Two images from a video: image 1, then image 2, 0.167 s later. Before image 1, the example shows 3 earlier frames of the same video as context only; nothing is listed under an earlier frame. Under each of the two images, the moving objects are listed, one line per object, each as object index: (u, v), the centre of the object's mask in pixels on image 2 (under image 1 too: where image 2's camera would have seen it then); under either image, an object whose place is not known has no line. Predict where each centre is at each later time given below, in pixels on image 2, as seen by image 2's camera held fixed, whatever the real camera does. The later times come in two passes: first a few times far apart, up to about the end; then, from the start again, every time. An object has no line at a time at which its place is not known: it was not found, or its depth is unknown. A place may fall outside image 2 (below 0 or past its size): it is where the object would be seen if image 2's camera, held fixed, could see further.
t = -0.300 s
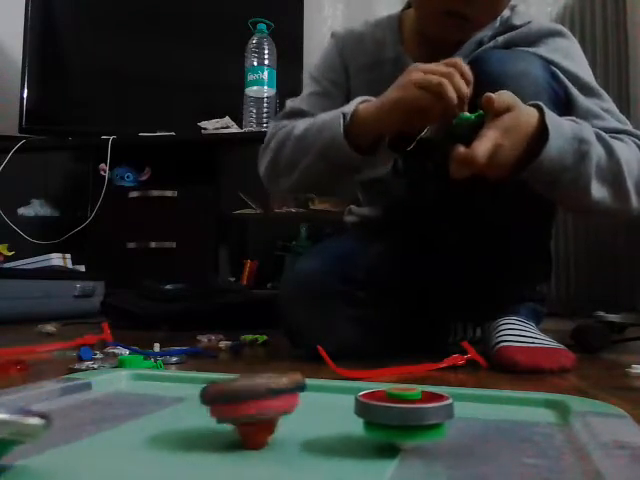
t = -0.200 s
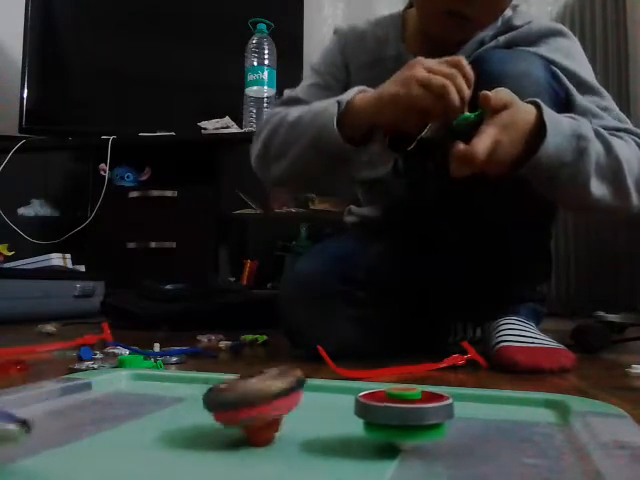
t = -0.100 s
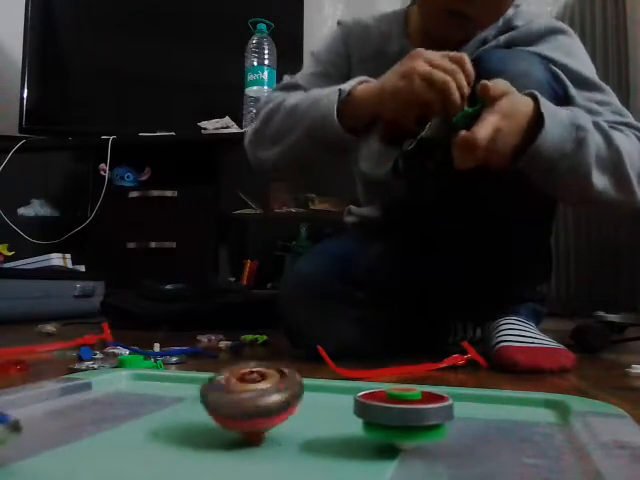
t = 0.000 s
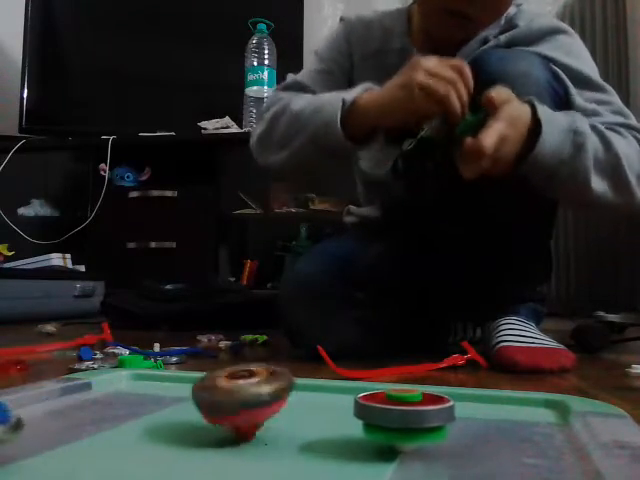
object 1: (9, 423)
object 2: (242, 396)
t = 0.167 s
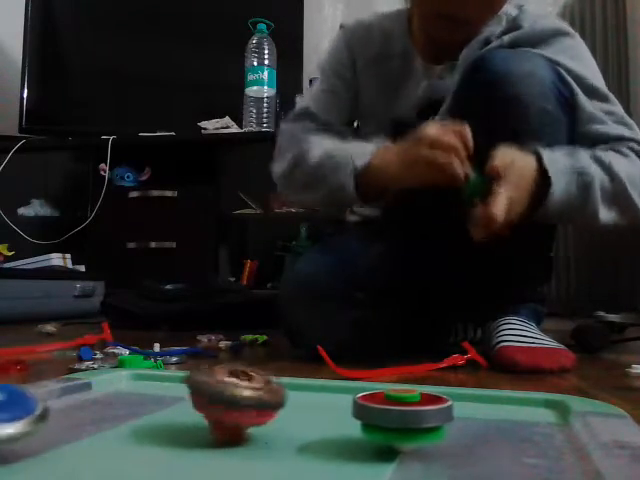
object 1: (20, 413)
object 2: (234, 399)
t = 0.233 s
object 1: (26, 408)
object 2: (230, 401)
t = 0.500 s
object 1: (57, 408)
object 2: (253, 398)
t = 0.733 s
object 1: (77, 416)
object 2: (244, 398)
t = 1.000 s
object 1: (55, 419)
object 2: (246, 400)
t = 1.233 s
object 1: (30, 427)
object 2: (250, 400)
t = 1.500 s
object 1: (22, 428)
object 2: (260, 399)
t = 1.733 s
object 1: (40, 413)
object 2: (259, 397)
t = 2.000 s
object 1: (82, 415)
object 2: (249, 400)
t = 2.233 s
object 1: (99, 421)
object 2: (242, 397)
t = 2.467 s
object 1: (68, 426)
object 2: (240, 396)
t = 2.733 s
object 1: (39, 433)
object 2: (252, 398)
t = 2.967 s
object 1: (36, 426)
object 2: (255, 402)
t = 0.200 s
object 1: (22, 409)
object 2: (231, 401)
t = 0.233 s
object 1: (26, 408)
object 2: (230, 401)
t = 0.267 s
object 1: (28, 407)
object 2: (231, 401)
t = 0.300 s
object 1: (31, 407)
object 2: (234, 402)
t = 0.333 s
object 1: (35, 407)
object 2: (236, 400)
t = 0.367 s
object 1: (38, 408)
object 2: (238, 400)
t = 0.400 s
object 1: (44, 406)
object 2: (241, 401)
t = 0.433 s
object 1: (47, 408)
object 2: (244, 400)
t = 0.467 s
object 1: (51, 407)
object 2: (249, 399)
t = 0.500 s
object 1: (57, 408)
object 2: (253, 398)
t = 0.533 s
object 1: (62, 409)
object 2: (254, 398)
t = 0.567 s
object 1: (67, 410)
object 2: (253, 397)
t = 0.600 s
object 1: (71, 411)
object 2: (252, 399)
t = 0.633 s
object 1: (74, 413)
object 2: (250, 398)
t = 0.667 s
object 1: (76, 414)
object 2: (247, 397)
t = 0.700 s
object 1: (77, 415)
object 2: (244, 398)
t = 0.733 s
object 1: (77, 416)
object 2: (244, 398)
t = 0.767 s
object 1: (77, 417)
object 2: (244, 397)
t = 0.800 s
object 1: (74, 419)
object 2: (242, 398)
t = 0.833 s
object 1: (73, 419)
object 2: (243, 398)
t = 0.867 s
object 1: (69, 419)
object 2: (245, 401)
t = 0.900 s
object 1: (64, 420)
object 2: (246, 400)
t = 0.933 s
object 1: (59, 419)
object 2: (246, 400)
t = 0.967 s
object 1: (57, 419)
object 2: (245, 401)
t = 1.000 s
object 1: (55, 419)
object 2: (246, 400)
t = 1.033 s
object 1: (52, 421)
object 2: (248, 400)
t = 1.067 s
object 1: (50, 422)
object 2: (249, 400)
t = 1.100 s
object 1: (46, 423)
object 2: (251, 400)
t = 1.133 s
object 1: (42, 425)
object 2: (252, 399)
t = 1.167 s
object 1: (38, 426)
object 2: (252, 399)
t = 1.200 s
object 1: (29, 435)
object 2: (250, 400)
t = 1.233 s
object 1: (30, 427)
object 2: (250, 400)
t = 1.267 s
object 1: (28, 429)
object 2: (252, 398)
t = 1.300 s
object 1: (23, 432)
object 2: (254, 398)
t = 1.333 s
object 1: (22, 431)
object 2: (254, 397)
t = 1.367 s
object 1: (21, 430)
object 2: (256, 398)
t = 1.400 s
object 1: (21, 428)
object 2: (259, 399)
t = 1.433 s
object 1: (20, 432)
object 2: (259, 401)
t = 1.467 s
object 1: (21, 430)
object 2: (259, 398)
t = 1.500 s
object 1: (22, 428)
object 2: (260, 399)
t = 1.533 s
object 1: (23, 422)
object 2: (260, 399)
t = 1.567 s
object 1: (25, 421)
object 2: (258, 400)
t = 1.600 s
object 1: (28, 419)
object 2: (257, 400)
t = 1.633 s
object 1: (30, 421)
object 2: (257, 398)
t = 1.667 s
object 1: (34, 415)
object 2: (259, 396)
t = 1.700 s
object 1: (38, 415)
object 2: (259, 396)
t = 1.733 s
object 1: (40, 413)
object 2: (259, 397)
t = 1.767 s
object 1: (43, 412)
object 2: (260, 400)
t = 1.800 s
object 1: (49, 412)
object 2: (260, 400)
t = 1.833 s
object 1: (54, 411)
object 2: (258, 400)
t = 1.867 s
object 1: (61, 412)
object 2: (255, 398)
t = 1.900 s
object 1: (67, 412)
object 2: (255, 399)
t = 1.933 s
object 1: (72, 414)
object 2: (254, 399)
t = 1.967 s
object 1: (78, 415)
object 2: (251, 400)
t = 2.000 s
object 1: (82, 415)
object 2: (249, 400)
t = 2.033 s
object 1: (89, 415)
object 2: (249, 397)
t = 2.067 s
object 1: (92, 418)
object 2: (252, 396)
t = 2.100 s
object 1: (93, 420)
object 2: (251, 396)
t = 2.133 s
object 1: (94, 421)
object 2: (249, 395)
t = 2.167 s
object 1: (99, 420)
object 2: (248, 396)
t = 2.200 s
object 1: (99, 422)
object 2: (244, 396)
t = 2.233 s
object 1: (99, 421)
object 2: (242, 397)
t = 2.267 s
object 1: (97, 422)
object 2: (239, 397)
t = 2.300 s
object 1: (94, 422)
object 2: (240, 395)
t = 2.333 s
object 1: (91, 422)
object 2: (244, 393)
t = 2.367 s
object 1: (87, 423)
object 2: (246, 395)
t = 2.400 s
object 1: (79, 425)
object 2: (244, 397)
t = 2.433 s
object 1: (74, 426)
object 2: (242, 393)
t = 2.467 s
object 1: (68, 426)
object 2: (240, 396)
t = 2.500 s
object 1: (62, 427)
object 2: (240, 395)
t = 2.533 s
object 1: (60, 428)
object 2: (241, 396)
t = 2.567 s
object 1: (56, 428)
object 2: (244, 396)
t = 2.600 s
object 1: (52, 429)
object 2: (250, 400)
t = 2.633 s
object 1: (48, 431)
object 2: (253, 405)
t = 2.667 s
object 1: (46, 431)
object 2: (256, 402)
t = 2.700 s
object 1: (42, 432)
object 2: (254, 398)
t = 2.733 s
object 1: (39, 433)
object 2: (252, 398)
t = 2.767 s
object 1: (37, 432)
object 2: (250, 402)
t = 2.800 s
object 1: (35, 432)
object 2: (251, 406)
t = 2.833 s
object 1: (34, 432)
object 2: (249, 406)
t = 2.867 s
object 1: (33, 430)
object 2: (249, 402)
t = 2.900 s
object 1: (33, 429)
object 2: (252, 401)
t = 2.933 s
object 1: (35, 427)
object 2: (254, 401)
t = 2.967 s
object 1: (36, 426)
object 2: (255, 402)
